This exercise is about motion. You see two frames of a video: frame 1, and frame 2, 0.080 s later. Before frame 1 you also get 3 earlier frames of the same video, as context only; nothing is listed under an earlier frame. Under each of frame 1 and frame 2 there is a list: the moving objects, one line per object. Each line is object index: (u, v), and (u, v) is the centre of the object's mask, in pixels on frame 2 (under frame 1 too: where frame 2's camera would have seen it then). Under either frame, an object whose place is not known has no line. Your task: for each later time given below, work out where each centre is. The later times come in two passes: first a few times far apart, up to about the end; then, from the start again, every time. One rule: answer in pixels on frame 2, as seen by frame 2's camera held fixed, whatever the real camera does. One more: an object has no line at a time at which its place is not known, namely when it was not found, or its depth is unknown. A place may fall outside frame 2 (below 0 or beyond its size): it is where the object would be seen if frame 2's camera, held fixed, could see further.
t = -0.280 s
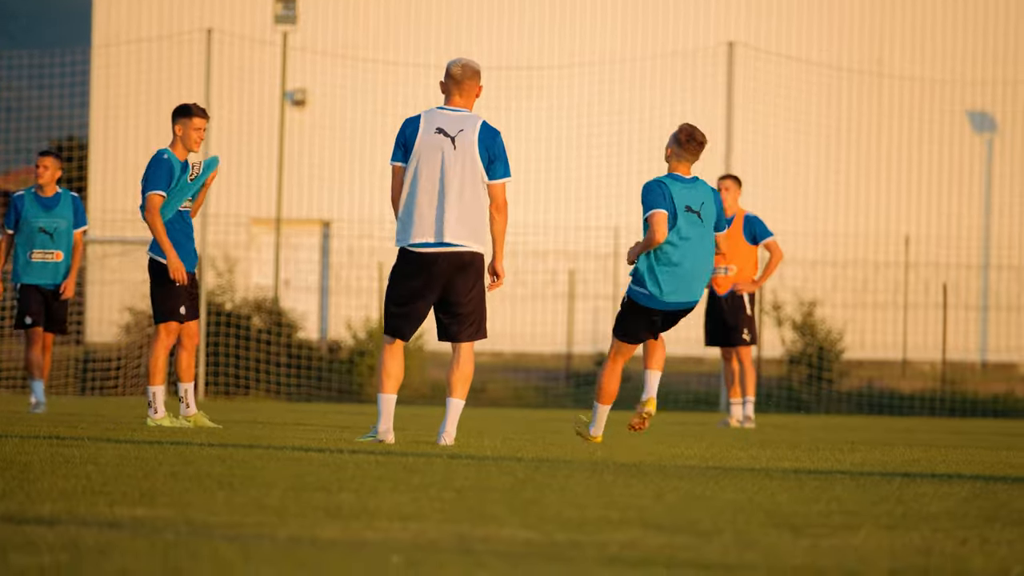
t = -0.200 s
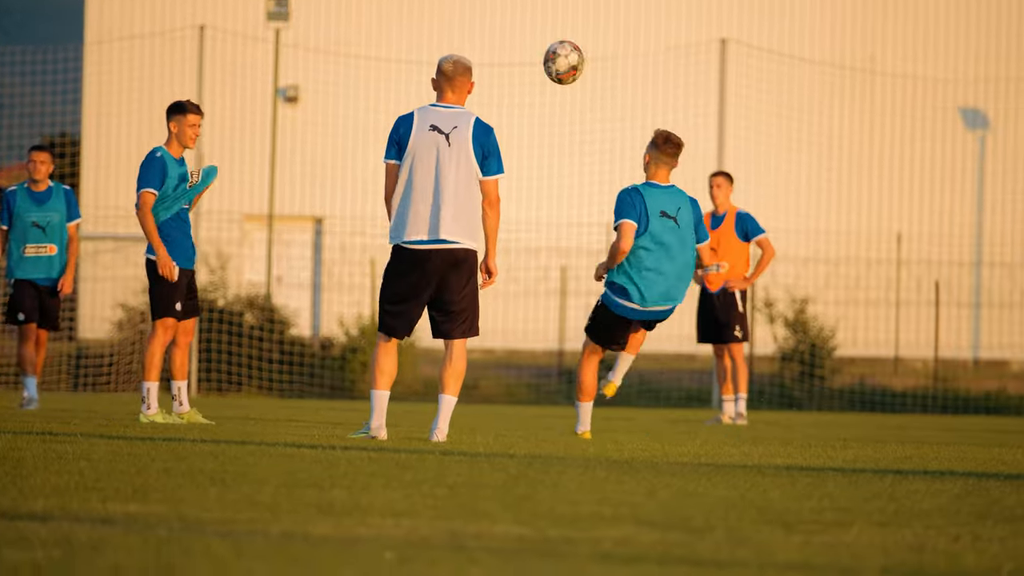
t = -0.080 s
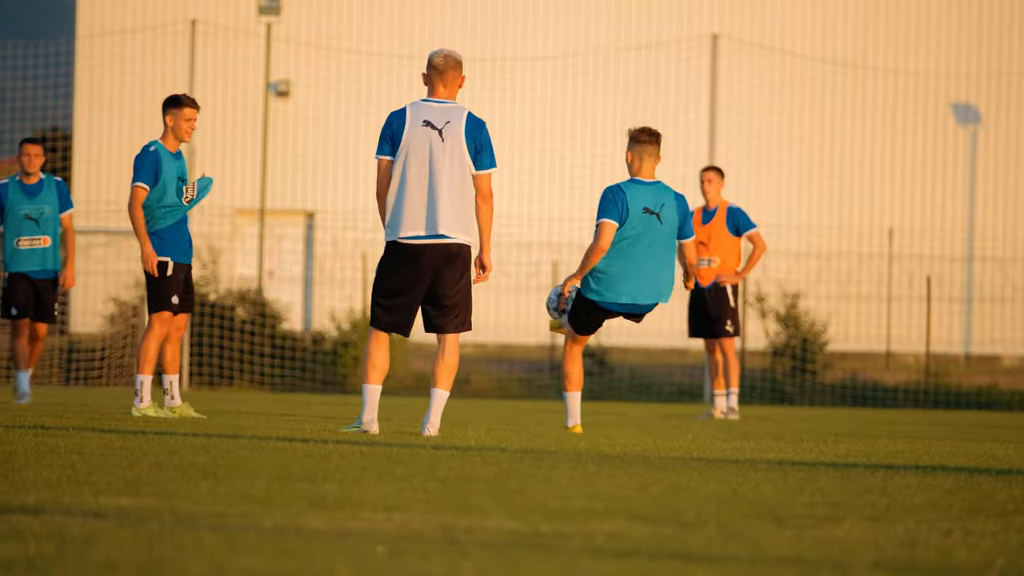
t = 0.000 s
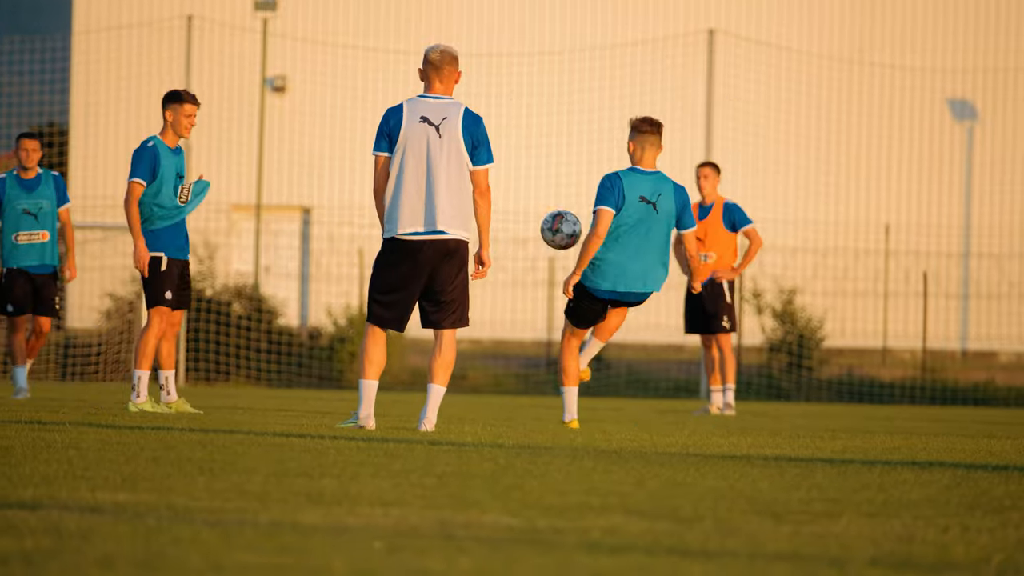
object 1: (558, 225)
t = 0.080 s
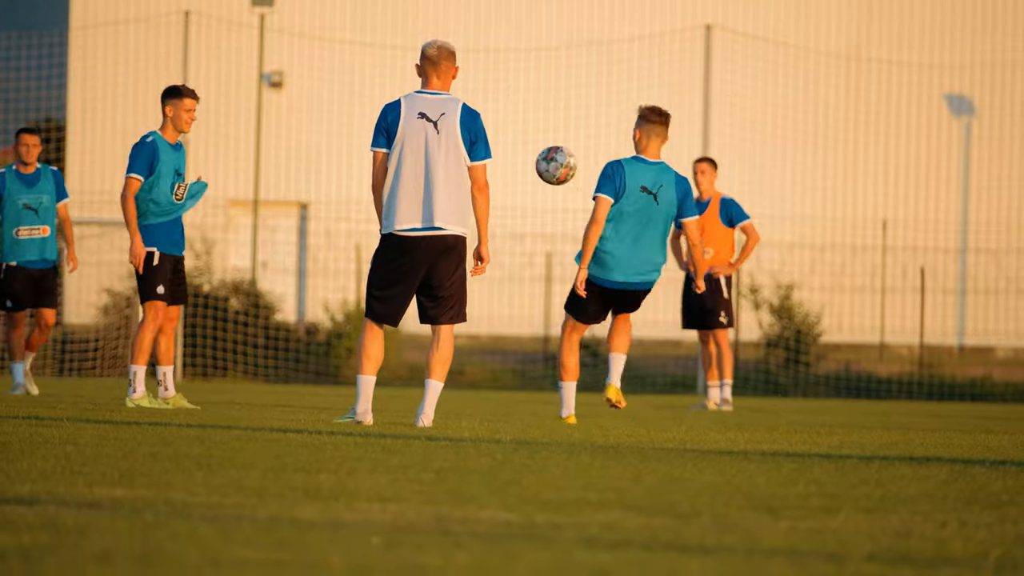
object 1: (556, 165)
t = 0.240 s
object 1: (549, 79)
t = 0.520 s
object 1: (538, 39)
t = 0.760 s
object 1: (526, 117)
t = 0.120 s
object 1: (554, 140)
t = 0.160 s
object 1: (553, 116)
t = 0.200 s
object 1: (551, 96)
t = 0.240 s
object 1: (549, 79)
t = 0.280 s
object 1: (548, 65)
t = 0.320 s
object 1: (547, 53)
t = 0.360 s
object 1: (545, 45)
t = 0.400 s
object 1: (544, 39)
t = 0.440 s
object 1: (542, 36)
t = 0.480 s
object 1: (540, 36)
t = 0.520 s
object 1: (538, 39)
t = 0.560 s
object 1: (537, 44)
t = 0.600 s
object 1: (535, 53)
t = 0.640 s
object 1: (533, 64)
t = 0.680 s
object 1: (530, 79)
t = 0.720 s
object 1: (528, 96)
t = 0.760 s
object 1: (526, 117)
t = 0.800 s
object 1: (524, 140)
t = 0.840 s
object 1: (521, 167)
